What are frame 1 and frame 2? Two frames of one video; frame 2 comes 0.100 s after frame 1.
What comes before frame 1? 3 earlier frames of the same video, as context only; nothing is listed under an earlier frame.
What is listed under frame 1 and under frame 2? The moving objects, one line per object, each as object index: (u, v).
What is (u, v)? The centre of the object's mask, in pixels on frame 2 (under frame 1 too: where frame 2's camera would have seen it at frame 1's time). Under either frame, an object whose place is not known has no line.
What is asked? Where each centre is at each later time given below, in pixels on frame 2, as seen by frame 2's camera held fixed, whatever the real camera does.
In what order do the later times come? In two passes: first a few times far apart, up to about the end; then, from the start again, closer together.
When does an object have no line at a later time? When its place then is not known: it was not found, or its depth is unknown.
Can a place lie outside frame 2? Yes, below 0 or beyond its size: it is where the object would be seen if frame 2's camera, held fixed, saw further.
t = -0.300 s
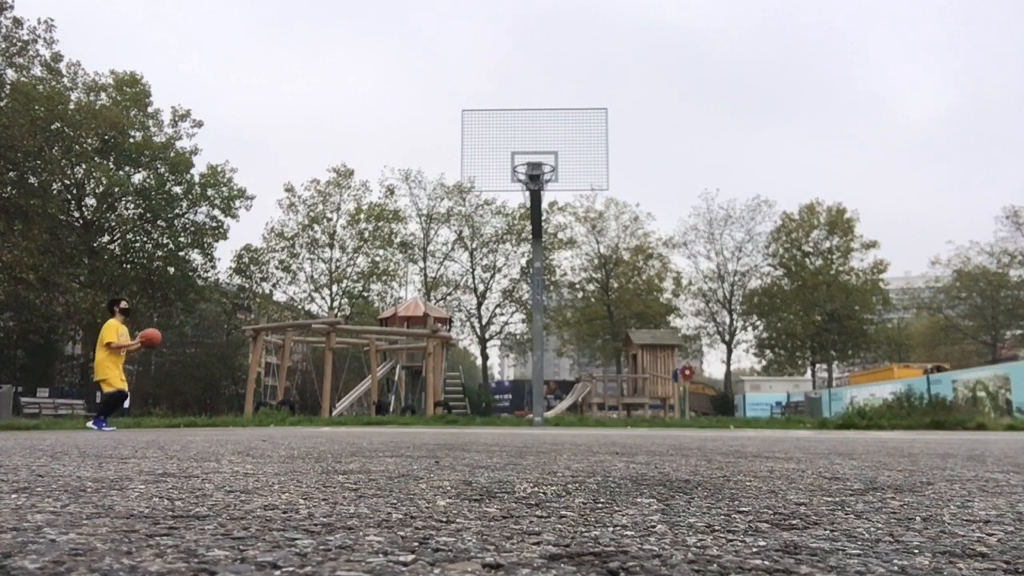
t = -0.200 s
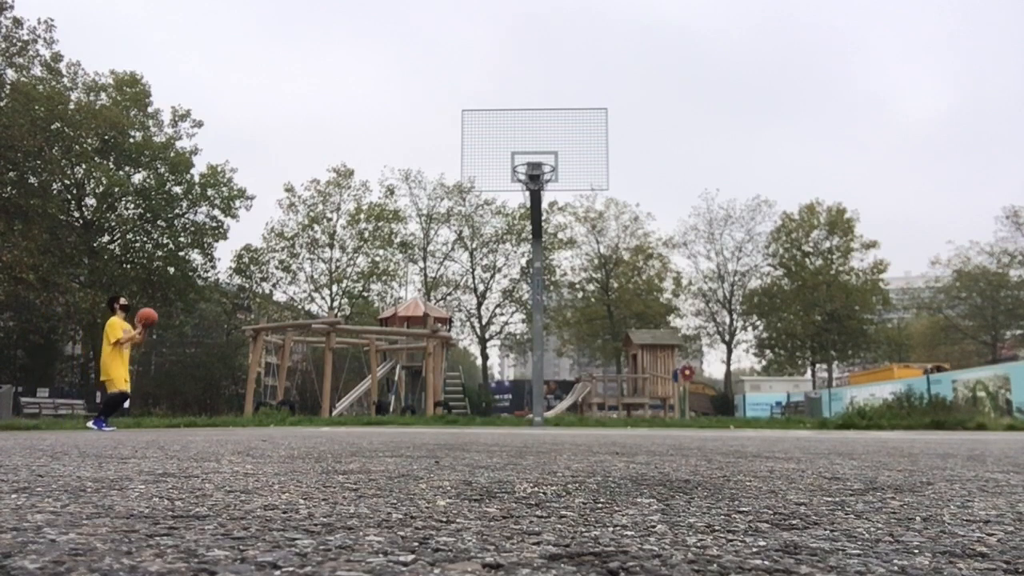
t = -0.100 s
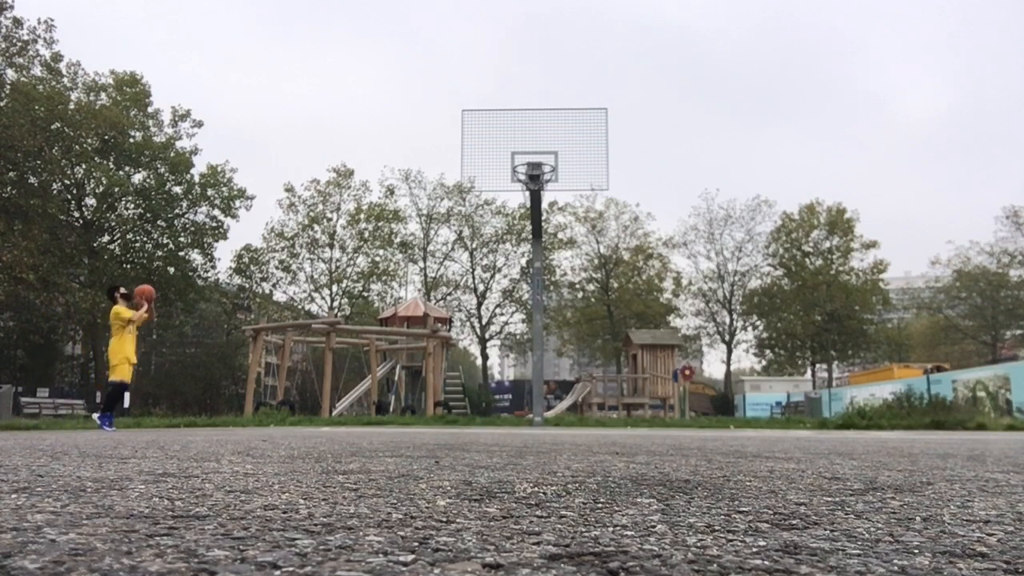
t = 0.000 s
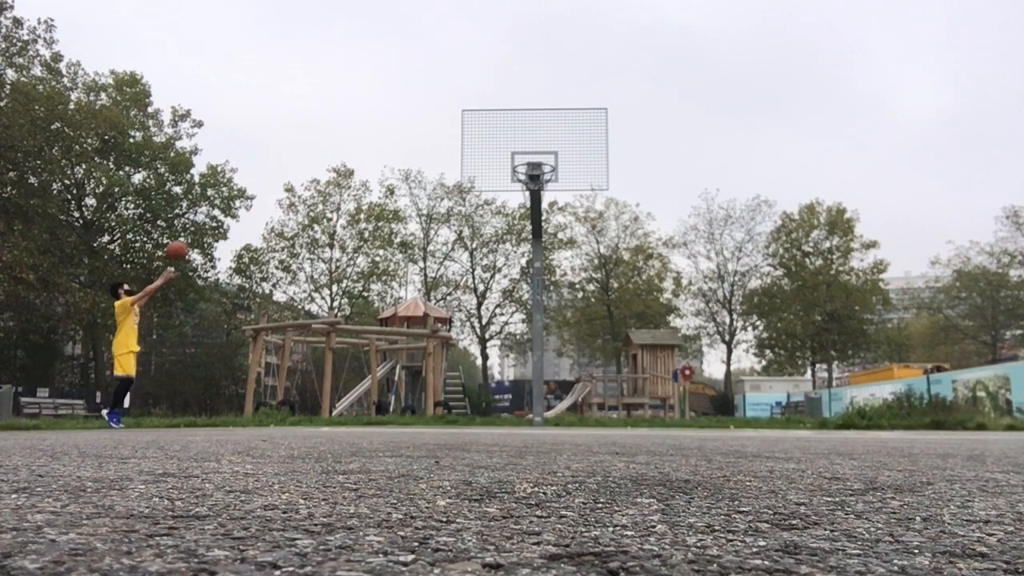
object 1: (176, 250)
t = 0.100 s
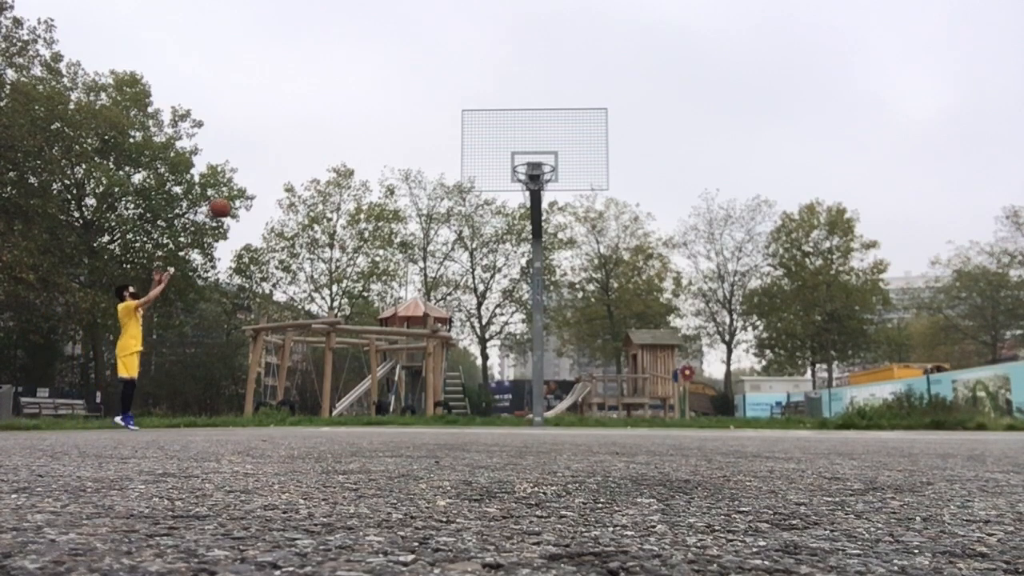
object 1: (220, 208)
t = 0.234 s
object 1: (275, 164)
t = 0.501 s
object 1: (380, 122)
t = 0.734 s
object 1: (469, 131)
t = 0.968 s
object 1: (546, 178)
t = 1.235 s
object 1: (538, 208)
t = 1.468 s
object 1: (527, 275)
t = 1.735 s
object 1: (516, 405)
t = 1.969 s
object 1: (502, 344)
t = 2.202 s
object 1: (487, 302)
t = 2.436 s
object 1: (472, 304)
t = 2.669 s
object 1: (457, 352)
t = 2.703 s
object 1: (455, 362)
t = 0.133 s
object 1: (233, 195)
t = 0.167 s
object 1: (247, 184)
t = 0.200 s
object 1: (261, 174)
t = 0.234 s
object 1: (275, 164)
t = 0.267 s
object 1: (288, 156)
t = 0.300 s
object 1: (302, 148)
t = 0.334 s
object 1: (315, 142)
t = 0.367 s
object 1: (328, 136)
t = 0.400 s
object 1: (341, 131)
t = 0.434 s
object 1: (354, 127)
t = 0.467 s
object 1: (367, 124)
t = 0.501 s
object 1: (380, 122)
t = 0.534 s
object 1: (393, 121)
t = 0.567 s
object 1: (406, 120)
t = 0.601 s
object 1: (419, 121)
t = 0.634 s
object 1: (431, 122)
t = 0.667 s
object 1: (444, 124)
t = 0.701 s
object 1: (456, 127)
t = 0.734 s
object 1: (469, 131)
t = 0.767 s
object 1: (481, 136)
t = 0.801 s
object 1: (494, 142)
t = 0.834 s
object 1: (507, 148)
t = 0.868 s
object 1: (519, 155)
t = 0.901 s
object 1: (531, 163)
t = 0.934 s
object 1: (544, 172)
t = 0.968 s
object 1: (546, 178)
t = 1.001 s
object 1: (547, 182)
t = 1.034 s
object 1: (547, 184)
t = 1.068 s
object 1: (546, 187)
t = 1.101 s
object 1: (545, 189)
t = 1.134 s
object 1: (544, 192)
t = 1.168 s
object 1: (541, 197)
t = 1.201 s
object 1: (540, 201)
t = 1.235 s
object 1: (538, 208)
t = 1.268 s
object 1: (536, 214)
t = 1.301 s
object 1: (535, 222)
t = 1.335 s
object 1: (533, 231)
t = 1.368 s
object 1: (532, 240)
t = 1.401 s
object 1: (530, 251)
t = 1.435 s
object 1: (528, 263)
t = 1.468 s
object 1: (527, 275)
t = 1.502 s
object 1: (526, 287)
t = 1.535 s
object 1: (524, 302)
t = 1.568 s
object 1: (523, 316)
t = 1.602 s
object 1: (521, 333)
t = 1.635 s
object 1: (520, 349)
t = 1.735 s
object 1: (516, 405)
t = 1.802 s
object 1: (512, 403)
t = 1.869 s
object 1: (508, 376)
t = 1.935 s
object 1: (503, 354)
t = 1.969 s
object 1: (502, 344)
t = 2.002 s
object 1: (499, 335)
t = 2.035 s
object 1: (497, 328)
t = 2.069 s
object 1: (495, 321)
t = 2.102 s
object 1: (493, 315)
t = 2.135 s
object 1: (491, 309)
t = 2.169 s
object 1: (488, 305)
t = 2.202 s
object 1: (487, 302)
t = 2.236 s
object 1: (484, 299)
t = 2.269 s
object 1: (482, 298)
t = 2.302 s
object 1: (480, 297)
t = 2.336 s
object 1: (478, 298)
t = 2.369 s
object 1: (476, 298)
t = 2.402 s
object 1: (474, 301)
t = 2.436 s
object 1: (472, 304)
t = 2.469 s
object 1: (470, 309)
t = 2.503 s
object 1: (468, 313)
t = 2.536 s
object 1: (465, 319)
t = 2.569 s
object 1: (464, 326)
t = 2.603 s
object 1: (462, 334)
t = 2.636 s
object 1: (460, 342)
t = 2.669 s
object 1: (457, 352)
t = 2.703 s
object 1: (455, 362)
